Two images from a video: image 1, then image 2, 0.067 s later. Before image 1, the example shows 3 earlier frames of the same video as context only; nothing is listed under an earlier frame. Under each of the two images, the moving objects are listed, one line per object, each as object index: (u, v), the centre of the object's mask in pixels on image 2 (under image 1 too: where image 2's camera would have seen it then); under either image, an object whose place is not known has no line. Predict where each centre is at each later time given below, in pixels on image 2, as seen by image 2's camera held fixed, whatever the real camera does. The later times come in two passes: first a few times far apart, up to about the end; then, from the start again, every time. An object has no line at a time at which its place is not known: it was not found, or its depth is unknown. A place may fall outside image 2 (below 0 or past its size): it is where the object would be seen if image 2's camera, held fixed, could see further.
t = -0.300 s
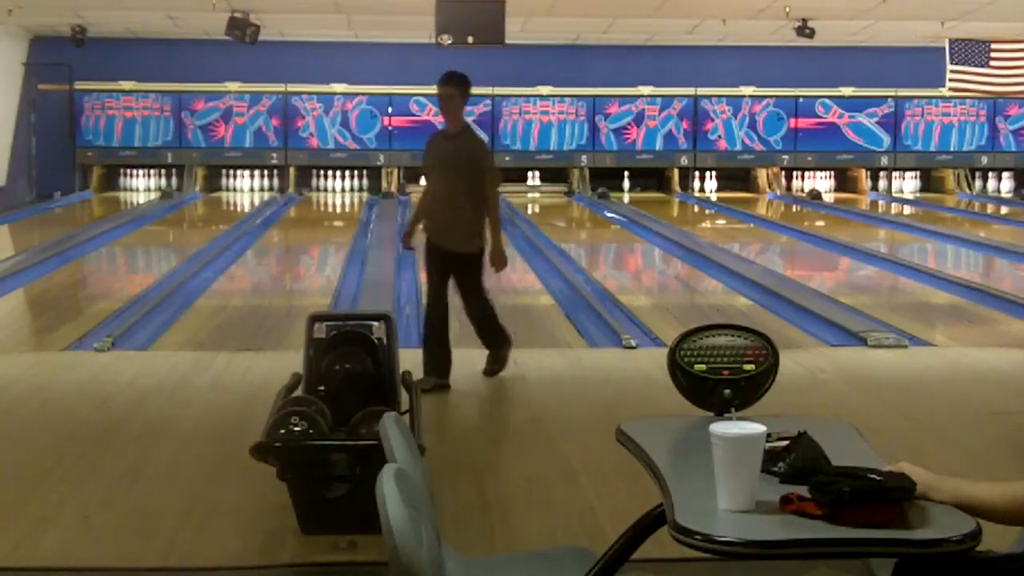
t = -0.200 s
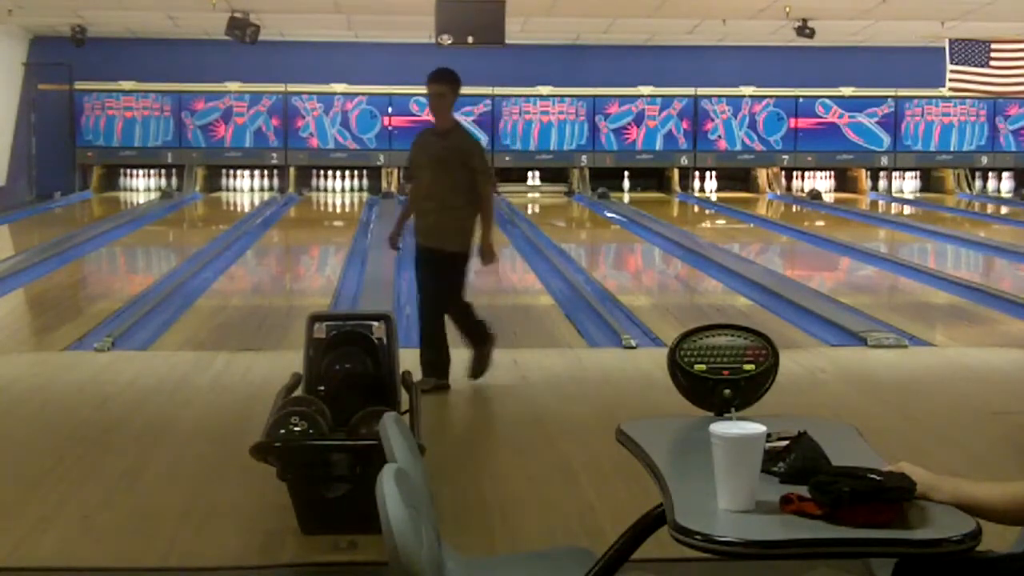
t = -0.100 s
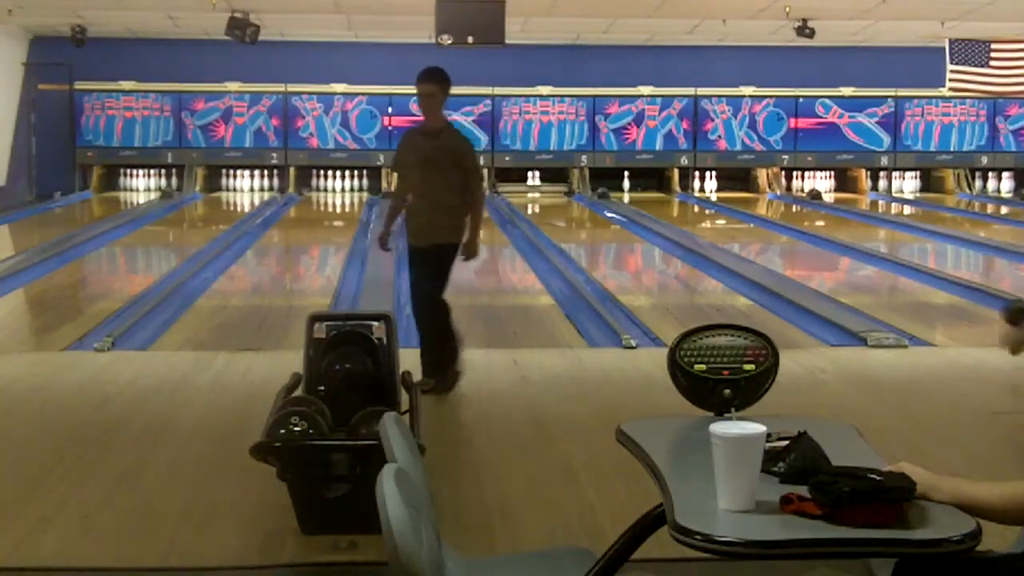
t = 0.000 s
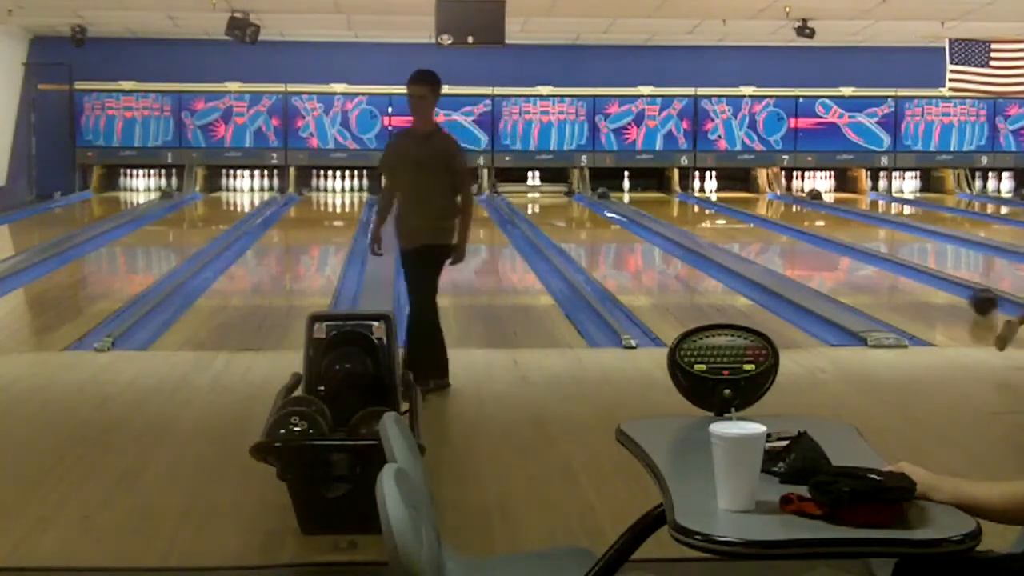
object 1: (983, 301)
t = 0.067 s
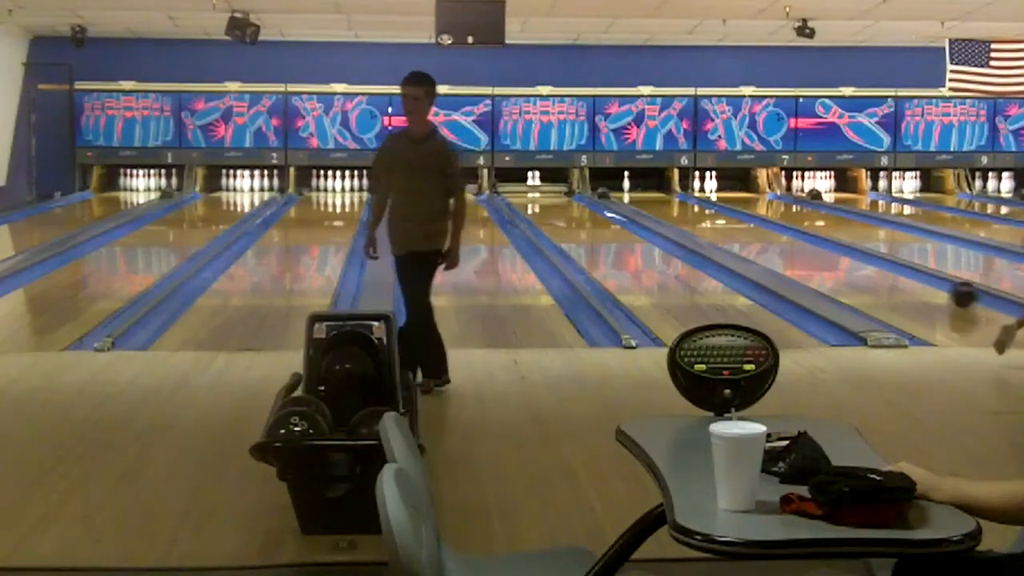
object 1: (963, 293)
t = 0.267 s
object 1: (910, 276)
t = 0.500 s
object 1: (861, 258)
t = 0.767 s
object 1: (816, 243)
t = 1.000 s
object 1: (781, 233)
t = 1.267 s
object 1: (750, 224)
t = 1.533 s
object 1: (724, 214)
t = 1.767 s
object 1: (702, 209)
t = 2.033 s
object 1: (682, 200)
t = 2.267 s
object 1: (666, 196)
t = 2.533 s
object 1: (650, 191)
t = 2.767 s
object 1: (638, 189)
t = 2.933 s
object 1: (628, 185)
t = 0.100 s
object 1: (953, 291)
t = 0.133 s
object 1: (944, 287)
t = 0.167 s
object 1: (935, 284)
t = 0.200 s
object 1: (927, 281)
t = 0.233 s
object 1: (919, 279)
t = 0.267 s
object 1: (910, 276)
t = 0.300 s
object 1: (902, 274)
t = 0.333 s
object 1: (895, 271)
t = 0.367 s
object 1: (888, 269)
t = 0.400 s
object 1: (881, 266)
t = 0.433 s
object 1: (874, 263)
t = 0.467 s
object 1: (867, 261)
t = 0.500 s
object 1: (861, 258)
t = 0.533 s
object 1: (855, 256)
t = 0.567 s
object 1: (848, 254)
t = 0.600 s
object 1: (842, 253)
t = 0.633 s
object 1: (836, 251)
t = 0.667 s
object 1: (831, 250)
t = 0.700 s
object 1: (825, 248)
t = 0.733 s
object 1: (820, 246)
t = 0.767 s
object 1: (816, 243)
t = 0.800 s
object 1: (810, 242)
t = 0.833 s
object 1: (804, 241)
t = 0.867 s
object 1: (800, 239)
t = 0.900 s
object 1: (795, 238)
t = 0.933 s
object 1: (791, 236)
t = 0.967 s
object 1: (786, 235)
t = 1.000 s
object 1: (781, 233)
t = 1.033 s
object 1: (777, 232)
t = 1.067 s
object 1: (773, 230)
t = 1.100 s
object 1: (769, 229)
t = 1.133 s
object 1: (765, 227)
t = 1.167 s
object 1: (761, 227)
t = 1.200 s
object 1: (758, 225)
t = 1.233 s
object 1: (754, 224)
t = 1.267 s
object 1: (750, 224)
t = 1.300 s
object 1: (746, 222)
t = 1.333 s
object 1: (744, 221)
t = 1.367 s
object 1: (739, 220)
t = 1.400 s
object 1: (736, 217)
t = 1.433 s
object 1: (734, 217)
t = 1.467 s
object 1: (730, 216)
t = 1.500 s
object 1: (726, 214)
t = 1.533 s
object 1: (724, 214)
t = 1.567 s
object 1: (720, 212)
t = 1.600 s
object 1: (717, 211)
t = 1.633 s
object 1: (714, 211)
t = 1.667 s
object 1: (711, 211)
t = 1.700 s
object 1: (707, 210)
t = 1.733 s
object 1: (705, 209)
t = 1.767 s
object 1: (702, 209)
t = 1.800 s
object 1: (699, 207)
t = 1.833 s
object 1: (697, 206)
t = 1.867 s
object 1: (696, 206)
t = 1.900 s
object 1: (691, 206)
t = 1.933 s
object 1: (689, 205)
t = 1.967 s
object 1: (686, 205)
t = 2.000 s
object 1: (684, 202)
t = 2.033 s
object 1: (682, 200)
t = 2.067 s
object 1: (680, 200)
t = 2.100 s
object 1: (678, 199)
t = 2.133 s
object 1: (675, 199)
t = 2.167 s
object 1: (672, 198)
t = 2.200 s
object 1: (671, 197)
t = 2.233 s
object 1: (669, 197)
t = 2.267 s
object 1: (666, 196)
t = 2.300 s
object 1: (665, 196)
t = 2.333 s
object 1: (663, 196)
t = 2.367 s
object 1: (661, 196)
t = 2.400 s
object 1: (658, 194)
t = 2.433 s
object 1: (656, 193)
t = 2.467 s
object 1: (654, 192)
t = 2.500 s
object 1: (652, 191)
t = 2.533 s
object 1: (650, 191)
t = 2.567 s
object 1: (648, 191)
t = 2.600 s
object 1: (646, 190)
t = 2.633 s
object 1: (645, 190)
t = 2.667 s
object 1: (642, 189)
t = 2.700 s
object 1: (641, 189)
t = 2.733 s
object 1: (640, 189)
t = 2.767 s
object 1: (638, 189)
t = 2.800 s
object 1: (636, 188)
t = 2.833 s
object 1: (635, 188)
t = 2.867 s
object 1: (634, 188)
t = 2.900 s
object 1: (630, 187)
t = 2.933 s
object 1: (628, 185)
